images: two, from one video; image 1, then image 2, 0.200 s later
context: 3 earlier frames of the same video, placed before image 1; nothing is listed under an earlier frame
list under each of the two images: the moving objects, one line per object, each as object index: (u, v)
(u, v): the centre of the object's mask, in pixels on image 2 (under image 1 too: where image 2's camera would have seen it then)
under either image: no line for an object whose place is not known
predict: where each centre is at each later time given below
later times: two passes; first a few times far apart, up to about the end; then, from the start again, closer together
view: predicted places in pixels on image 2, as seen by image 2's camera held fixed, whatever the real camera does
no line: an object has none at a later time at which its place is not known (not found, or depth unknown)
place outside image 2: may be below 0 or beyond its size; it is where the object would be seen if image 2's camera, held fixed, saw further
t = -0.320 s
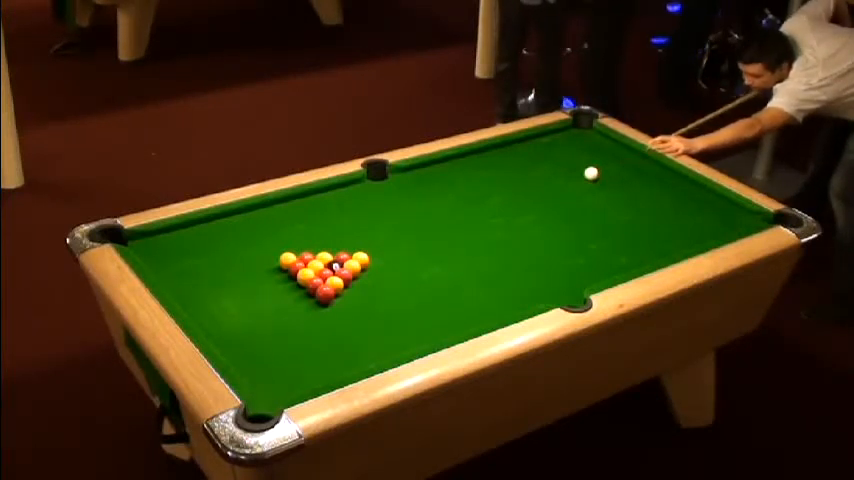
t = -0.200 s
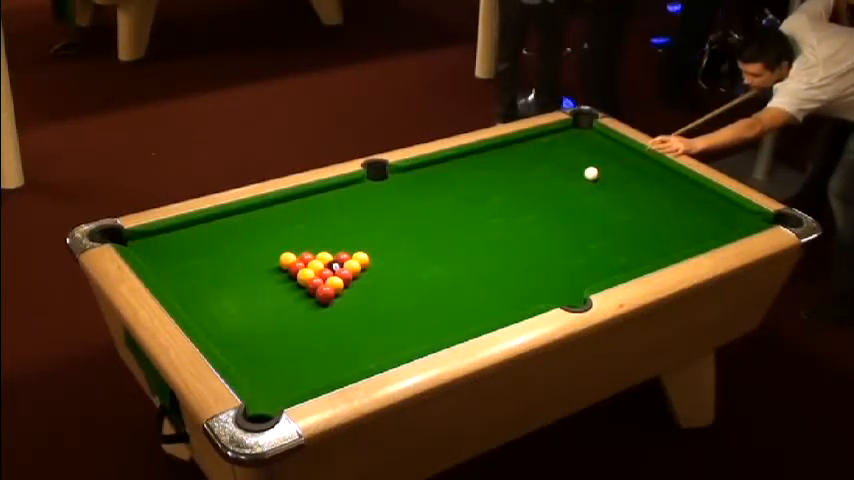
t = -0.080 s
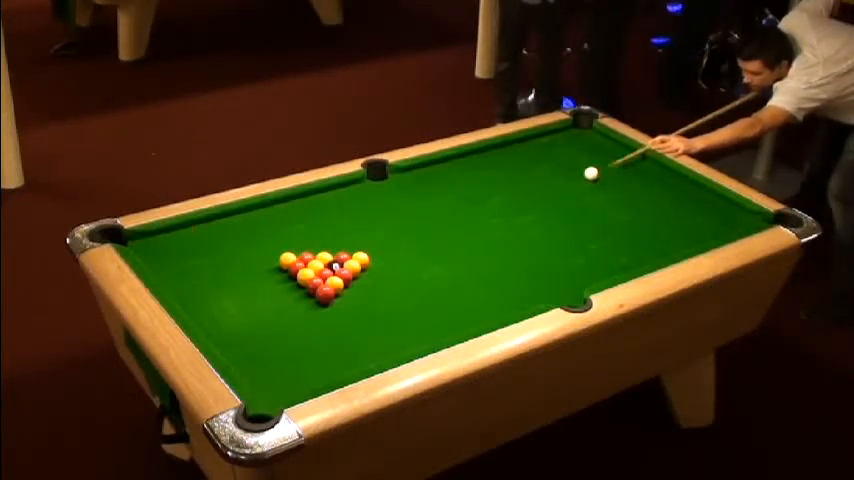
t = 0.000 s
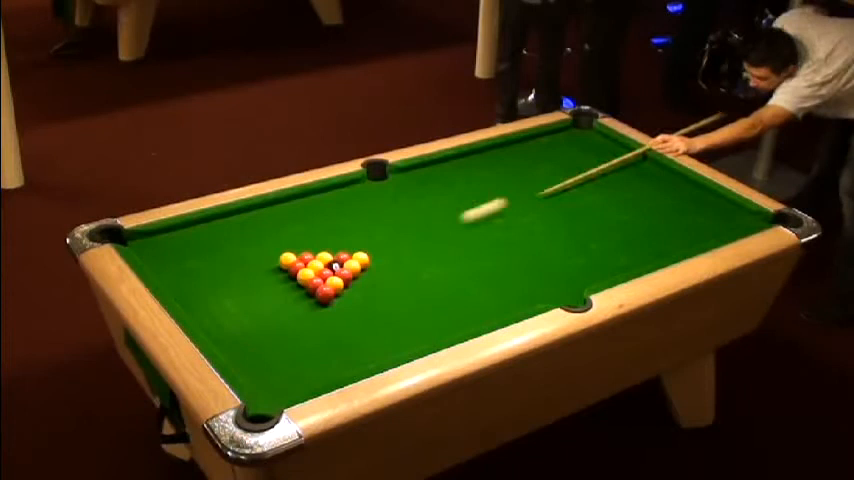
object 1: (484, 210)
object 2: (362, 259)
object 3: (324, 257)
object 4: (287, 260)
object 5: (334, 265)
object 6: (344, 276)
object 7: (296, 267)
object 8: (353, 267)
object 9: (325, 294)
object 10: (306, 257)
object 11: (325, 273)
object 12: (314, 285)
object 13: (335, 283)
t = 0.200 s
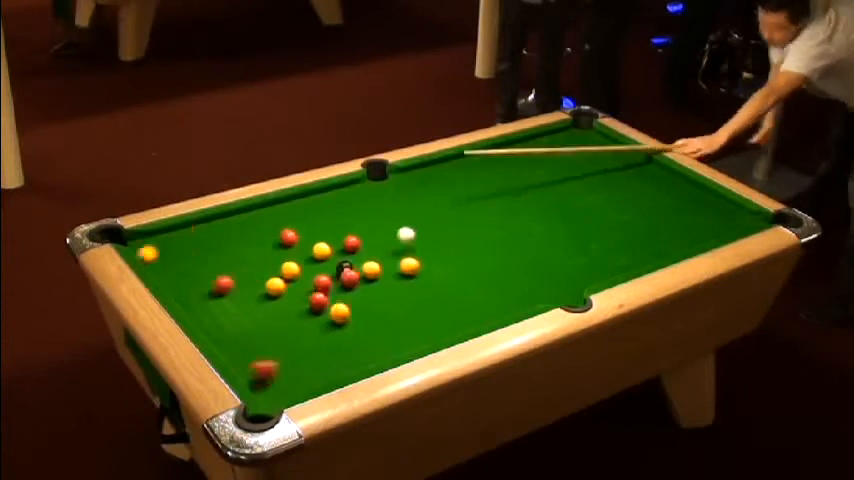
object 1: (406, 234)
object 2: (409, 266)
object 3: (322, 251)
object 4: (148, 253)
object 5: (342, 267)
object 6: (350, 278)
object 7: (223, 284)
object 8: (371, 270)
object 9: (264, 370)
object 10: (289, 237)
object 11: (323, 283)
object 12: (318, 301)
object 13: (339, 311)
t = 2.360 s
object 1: (551, 205)
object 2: (540, 186)
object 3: (432, 197)
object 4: (714, 208)
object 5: (402, 272)
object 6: (367, 283)
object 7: (382, 243)
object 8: (540, 287)
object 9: (398, 192)
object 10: (292, 266)
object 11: (308, 325)
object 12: (324, 337)
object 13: (344, 355)
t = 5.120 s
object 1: (330, 233)
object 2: (523, 149)
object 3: (447, 193)
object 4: (660, 196)
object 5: (401, 273)
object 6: (367, 284)
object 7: (483, 296)
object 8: (551, 289)
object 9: (290, 277)
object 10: (273, 323)
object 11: (308, 325)
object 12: (323, 337)
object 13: (358, 354)
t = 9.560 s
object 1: (329, 233)
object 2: (523, 149)
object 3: (447, 193)
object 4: (660, 196)
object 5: (401, 273)
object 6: (367, 284)
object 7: (483, 297)
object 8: (551, 290)
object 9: (290, 276)
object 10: (282, 322)
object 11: (308, 325)
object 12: (323, 337)
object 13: (358, 354)
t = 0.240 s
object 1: (414, 239)
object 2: (421, 268)
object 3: (321, 248)
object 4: (165, 241)
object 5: (346, 266)
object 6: (351, 279)
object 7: (206, 288)
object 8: (376, 270)
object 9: (303, 367)
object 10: (285, 232)
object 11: (322, 285)
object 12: (319, 305)
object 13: (340, 319)
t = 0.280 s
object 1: (421, 235)
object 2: (433, 269)
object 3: (320, 246)
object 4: (182, 229)
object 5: (349, 266)
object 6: (352, 279)
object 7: (189, 292)
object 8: (381, 271)
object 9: (339, 364)
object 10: (281, 227)
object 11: (321, 287)
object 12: (320, 308)
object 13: (342, 325)
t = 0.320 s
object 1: (427, 233)
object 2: (444, 271)
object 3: (320, 244)
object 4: (202, 225)
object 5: (352, 266)
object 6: (354, 280)
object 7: (183, 291)
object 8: (385, 271)
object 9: (371, 358)
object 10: (277, 222)
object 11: (320, 288)
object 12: (320, 313)
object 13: (343, 332)
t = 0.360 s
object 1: (433, 233)
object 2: (456, 272)
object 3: (319, 242)
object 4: (224, 224)
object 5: (355, 266)
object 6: (355, 280)
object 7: (196, 286)
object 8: (390, 271)
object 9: (388, 348)
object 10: (274, 217)
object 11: (319, 290)
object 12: (321, 316)
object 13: (345, 339)
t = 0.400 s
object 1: (437, 232)
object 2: (467, 273)
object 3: (319, 240)
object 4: (245, 224)
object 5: (358, 267)
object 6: (357, 280)
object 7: (207, 281)
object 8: (395, 272)
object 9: (404, 338)
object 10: (270, 212)
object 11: (319, 292)
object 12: (321, 321)
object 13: (346, 347)
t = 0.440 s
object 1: (442, 230)
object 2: (478, 275)
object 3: (318, 237)
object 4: (266, 224)
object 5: (361, 267)
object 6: (358, 280)
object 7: (218, 276)
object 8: (400, 272)
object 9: (419, 327)
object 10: (266, 208)
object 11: (319, 293)
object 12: (323, 325)
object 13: (348, 354)
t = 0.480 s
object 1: (446, 229)
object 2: (489, 276)
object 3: (318, 235)
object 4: (286, 223)
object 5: (363, 267)
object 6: (359, 281)
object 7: (227, 272)
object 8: (404, 273)
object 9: (434, 316)
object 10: (268, 208)
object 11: (318, 295)
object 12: (323, 329)
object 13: (349, 362)
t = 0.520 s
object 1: (451, 228)
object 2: (501, 277)
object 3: (317, 233)
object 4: (306, 222)
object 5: (366, 268)
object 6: (360, 281)
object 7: (228, 267)
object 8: (409, 273)
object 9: (448, 306)
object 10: (274, 211)
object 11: (317, 297)
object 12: (323, 333)
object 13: (349, 367)
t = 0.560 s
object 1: (455, 226)
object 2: (512, 279)
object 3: (316, 232)
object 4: (328, 221)
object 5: (367, 268)
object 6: (361, 281)
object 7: (228, 262)
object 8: (413, 273)
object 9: (462, 297)
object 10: (280, 213)
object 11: (317, 298)
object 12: (324, 337)
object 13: (342, 365)
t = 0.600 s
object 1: (459, 225)
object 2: (523, 280)
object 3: (316, 229)
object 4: (347, 221)
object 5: (370, 269)
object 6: (362, 282)
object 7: (229, 257)
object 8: (417, 273)
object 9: (475, 288)
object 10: (285, 216)
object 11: (316, 300)
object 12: (325, 342)
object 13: (335, 362)
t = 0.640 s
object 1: (463, 223)
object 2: (534, 281)
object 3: (315, 228)
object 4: (366, 221)
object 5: (372, 269)
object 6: (362, 282)
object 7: (230, 253)
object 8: (422, 274)
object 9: (488, 279)
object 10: (290, 218)
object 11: (316, 301)
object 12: (326, 343)
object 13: (327, 359)
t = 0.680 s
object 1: (466, 222)
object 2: (545, 283)
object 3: (315, 226)
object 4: (386, 220)
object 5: (374, 270)
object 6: (363, 282)
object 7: (231, 248)
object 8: (426, 274)
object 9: (501, 271)
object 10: (295, 221)
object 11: (315, 303)
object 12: (326, 343)
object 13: (321, 360)
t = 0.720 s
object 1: (471, 221)
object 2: (556, 284)
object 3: (316, 225)
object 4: (405, 220)
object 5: (376, 270)
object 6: (364, 282)
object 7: (232, 243)
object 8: (430, 274)
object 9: (513, 262)
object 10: (298, 223)
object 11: (315, 304)
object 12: (325, 344)
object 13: (315, 364)
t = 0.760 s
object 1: (474, 219)
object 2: (567, 285)
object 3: (321, 224)
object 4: (424, 219)
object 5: (377, 270)
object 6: (365, 283)
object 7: (233, 239)
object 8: (434, 275)
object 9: (525, 254)
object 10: (297, 224)
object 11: (314, 306)
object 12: (325, 343)
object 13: (309, 365)
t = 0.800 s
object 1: (478, 218)
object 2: (577, 286)
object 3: (326, 223)
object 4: (443, 219)
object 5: (379, 270)
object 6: (365, 283)
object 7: (234, 235)
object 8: (438, 275)
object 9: (536, 246)
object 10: (297, 226)
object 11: (314, 307)
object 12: (325, 342)
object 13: (302, 367)
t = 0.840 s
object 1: (482, 216)
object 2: (579, 284)
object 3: (330, 222)
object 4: (462, 218)
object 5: (380, 270)
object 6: (366, 283)
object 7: (235, 231)
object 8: (442, 275)
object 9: (547, 239)
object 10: (297, 228)
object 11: (313, 308)
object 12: (324, 342)
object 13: (297, 369)
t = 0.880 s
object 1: (492, 214)
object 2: (577, 280)
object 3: (335, 221)
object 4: (475, 219)
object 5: (382, 270)
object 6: (366, 283)
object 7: (236, 227)
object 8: (446, 276)
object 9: (558, 232)
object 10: (297, 229)
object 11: (313, 309)
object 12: (324, 341)
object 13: (290, 371)
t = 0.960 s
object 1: (518, 207)
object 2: (574, 273)
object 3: (343, 219)
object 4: (495, 221)
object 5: (385, 271)
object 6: (367, 283)
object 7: (238, 219)
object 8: (453, 277)
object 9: (578, 218)
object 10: (296, 232)
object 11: (312, 311)
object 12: (324, 340)
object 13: (278, 375)
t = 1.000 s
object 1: (529, 204)
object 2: (573, 270)
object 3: (346, 218)
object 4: (507, 222)
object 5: (387, 271)
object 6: (367, 283)
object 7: (238, 215)
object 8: (457, 276)
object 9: (588, 211)
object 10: (296, 233)
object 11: (311, 312)
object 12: (324, 339)
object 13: (273, 377)
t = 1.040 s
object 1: (540, 201)
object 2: (572, 267)
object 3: (350, 217)
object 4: (517, 223)
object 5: (388, 271)
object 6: (368, 283)
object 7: (240, 214)
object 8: (460, 277)
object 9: (598, 205)
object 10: (296, 235)
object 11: (311, 314)
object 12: (324, 339)
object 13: (267, 378)
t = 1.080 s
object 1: (550, 198)
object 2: (570, 263)
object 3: (354, 216)
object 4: (528, 224)
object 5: (390, 271)
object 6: (368, 283)
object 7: (245, 214)
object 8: (464, 278)
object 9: (607, 199)
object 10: (295, 236)
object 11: (310, 315)
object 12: (324, 338)
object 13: (262, 380)
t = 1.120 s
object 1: (560, 196)
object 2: (568, 259)
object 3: (358, 216)
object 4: (539, 225)
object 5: (391, 272)
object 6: (367, 283)
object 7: (251, 216)
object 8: (468, 278)
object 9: (616, 193)
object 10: (295, 237)
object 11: (310, 316)
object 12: (324, 338)
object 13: (256, 381)
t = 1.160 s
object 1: (571, 193)
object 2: (567, 256)
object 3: (361, 215)
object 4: (550, 226)
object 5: (392, 272)
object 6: (367, 284)
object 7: (255, 216)
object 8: (471, 278)
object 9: (624, 187)
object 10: (295, 239)
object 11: (310, 317)
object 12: (324, 338)
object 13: (259, 381)
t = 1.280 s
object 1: (599, 185)
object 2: (564, 247)
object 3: (371, 212)
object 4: (582, 229)
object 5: (395, 271)
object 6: (367, 283)
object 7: (270, 220)
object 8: (482, 279)
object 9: (649, 170)
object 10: (295, 243)
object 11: (310, 320)
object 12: (324, 337)
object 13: (270, 378)
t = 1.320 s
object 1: (609, 183)
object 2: (562, 243)
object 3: (375, 212)
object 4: (592, 230)
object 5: (396, 271)
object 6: (367, 283)
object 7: (275, 221)
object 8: (484, 280)
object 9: (656, 165)
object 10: (294, 245)
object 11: (309, 321)
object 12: (324, 337)
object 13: (274, 377)
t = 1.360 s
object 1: (618, 180)
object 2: (561, 240)
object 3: (377, 211)
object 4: (603, 231)
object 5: (397, 272)
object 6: (367, 283)
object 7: (279, 222)
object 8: (488, 280)
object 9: (648, 163)
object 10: (294, 246)
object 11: (309, 321)
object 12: (324, 337)
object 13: (278, 376)
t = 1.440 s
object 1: (635, 175)
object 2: (559, 235)
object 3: (383, 209)
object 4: (623, 233)
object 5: (398, 272)
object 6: (367, 283)
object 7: (289, 224)
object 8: (493, 281)
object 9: (618, 163)
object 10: (293, 248)
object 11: (309, 322)
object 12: (324, 337)
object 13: (285, 374)
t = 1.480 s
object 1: (644, 173)
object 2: (558, 232)
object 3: (386, 209)
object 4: (633, 234)
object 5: (399, 272)
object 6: (367, 283)
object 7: (294, 225)
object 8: (496, 281)
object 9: (605, 163)
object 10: (293, 249)
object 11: (309, 323)
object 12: (324, 337)
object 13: (288, 373)
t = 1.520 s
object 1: (653, 171)
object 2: (557, 230)
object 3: (389, 208)
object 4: (643, 235)
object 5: (400, 272)
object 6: (367, 283)
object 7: (298, 226)
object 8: (499, 281)
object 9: (592, 163)
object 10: (293, 250)
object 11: (309, 323)
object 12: (324, 337)
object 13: (292, 372)
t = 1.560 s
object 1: (661, 169)
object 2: (556, 227)
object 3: (392, 208)
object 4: (653, 236)
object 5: (400, 272)
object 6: (367, 283)
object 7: (303, 227)
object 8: (502, 281)
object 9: (579, 163)
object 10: (292, 252)
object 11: (309, 324)
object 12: (324, 337)
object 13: (295, 372)
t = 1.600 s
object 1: (662, 169)
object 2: (555, 225)
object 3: (395, 207)
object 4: (663, 236)
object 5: (401, 272)
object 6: (367, 283)
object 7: (307, 229)
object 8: (504, 282)
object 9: (566, 162)
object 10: (293, 253)
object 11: (309, 324)
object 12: (324, 337)
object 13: (298, 371)
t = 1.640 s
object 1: (655, 171)
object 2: (554, 222)
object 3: (397, 206)
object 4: (672, 237)
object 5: (401, 272)
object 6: (367, 283)
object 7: (312, 230)
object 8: (507, 282)
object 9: (554, 162)
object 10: (292, 253)
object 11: (308, 324)
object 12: (324, 337)
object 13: (302, 370)
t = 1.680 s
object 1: (649, 173)
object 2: (553, 220)
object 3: (400, 206)
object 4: (681, 238)
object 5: (401, 272)
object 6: (367, 283)
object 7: (316, 231)
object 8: (509, 282)
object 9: (541, 162)
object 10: (292, 255)
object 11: (309, 325)
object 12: (324, 337)
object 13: (305, 369)
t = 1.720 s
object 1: (643, 175)
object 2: (552, 217)
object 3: (402, 205)
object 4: (691, 239)
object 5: (402, 272)
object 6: (367, 283)
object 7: (320, 232)
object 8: (512, 283)
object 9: (529, 162)
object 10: (292, 256)
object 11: (309, 325)
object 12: (324, 338)
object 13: (308, 368)
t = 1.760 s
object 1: (637, 177)
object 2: (551, 215)
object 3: (405, 205)
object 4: (701, 239)
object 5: (402, 272)
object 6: (367, 283)
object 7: (324, 232)
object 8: (514, 283)
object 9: (516, 162)
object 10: (292, 256)
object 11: (309, 325)
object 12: (324, 338)
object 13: (310, 367)
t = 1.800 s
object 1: (631, 179)
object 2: (551, 213)
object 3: (407, 204)
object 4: (704, 238)
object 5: (402, 272)
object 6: (367, 283)
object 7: (329, 233)
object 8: (516, 283)
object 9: (504, 162)
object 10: (292, 257)
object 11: (309, 325)
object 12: (324, 338)
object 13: (314, 366)
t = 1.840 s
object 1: (626, 180)
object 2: (550, 211)
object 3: (409, 204)
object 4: (704, 235)
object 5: (402, 272)
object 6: (367, 283)
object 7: (333, 234)
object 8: (518, 284)
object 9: (490, 162)
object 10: (292, 258)
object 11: (309, 325)
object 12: (324, 338)
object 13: (316, 365)
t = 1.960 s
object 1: (608, 186)
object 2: (547, 204)
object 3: (415, 202)
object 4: (707, 228)
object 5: (402, 272)
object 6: (367, 284)
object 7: (345, 237)
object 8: (524, 285)
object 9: (454, 161)
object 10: (292, 260)
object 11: (308, 325)
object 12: (324, 338)
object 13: (323, 361)
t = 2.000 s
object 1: (603, 188)
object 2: (546, 202)
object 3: (417, 201)
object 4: (709, 226)
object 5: (402, 272)
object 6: (367, 284)
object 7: (348, 238)
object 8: (526, 285)
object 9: (442, 162)
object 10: (292, 261)
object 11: (309, 325)
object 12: (324, 337)
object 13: (325, 360)
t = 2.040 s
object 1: (597, 190)
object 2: (546, 201)
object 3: (420, 201)
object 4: (709, 224)
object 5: (402, 272)
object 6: (367, 284)
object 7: (352, 239)
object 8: (528, 285)
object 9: (437, 165)
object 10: (292, 262)
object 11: (309, 325)
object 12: (324, 337)
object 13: (328, 360)
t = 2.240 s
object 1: (568, 200)
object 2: (542, 191)
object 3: (428, 199)
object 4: (713, 213)
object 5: (402, 272)
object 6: (367, 284)
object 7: (372, 243)
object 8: (536, 286)
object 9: (412, 182)
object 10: (292, 265)
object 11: (309, 325)
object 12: (324, 337)
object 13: (338, 357)
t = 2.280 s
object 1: (562, 202)
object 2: (542, 190)
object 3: (429, 198)
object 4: (713, 211)
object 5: (402, 272)
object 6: (367, 284)
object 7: (375, 243)
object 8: (538, 287)
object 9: (408, 185)
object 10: (292, 265)
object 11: (309, 325)
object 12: (324, 337)
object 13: (340, 356)
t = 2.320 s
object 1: (556, 203)
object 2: (541, 188)
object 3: (431, 198)
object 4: (714, 209)
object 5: (402, 272)
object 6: (367, 284)
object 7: (379, 243)
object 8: (539, 287)
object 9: (403, 189)
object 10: (292, 266)
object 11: (309, 325)
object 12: (324, 337)
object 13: (342, 356)
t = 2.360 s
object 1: (551, 205)
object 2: (540, 186)
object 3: (432, 197)
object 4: (714, 208)
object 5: (402, 272)
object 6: (367, 283)
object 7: (382, 243)
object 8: (540, 287)
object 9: (398, 192)
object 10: (292, 266)
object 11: (308, 325)
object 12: (324, 337)
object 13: (344, 355)
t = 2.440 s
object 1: (539, 209)
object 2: (539, 184)
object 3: (435, 197)
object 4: (716, 204)
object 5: (401, 273)
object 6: (367, 283)
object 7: (390, 245)
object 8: (542, 287)
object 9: (387, 199)
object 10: (292, 266)
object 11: (308, 325)
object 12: (324, 337)
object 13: (347, 355)
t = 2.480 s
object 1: (533, 211)
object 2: (538, 182)
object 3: (436, 196)
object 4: (717, 202)
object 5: (402, 273)
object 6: (367, 283)
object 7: (392, 245)
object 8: (543, 288)
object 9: (382, 203)
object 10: (292, 267)
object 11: (308, 325)
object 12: (324, 337)
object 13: (348, 355)
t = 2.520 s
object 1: (527, 213)
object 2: (538, 181)
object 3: (437, 196)
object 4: (717, 200)
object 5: (402, 272)
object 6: (367, 283)
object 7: (396, 246)
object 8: (545, 288)
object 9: (377, 206)
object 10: (292, 267)
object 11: (309, 325)
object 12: (324, 337)
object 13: (349, 355)
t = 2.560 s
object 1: (522, 215)
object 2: (537, 179)
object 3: (438, 196)
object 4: (718, 199)
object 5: (402, 273)
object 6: (367, 283)
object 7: (399, 246)
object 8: (546, 288)
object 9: (372, 210)
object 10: (292, 267)
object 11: (308, 325)
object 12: (324, 337)
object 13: (350, 354)
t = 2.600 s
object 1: (516, 217)
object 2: (537, 178)
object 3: (439, 196)
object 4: (718, 197)
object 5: (402, 272)
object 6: (367, 284)
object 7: (402, 246)
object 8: (546, 288)
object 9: (367, 214)
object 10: (292, 267)
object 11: (308, 325)
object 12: (324, 337)
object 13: (352, 354)
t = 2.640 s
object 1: (510, 219)
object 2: (536, 177)
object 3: (440, 195)
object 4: (717, 196)
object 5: (402, 273)
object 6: (367, 284)
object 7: (406, 246)
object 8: (547, 288)
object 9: (361, 217)
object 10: (293, 267)
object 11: (308, 325)
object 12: (324, 337)
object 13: (352, 354)
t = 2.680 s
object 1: (505, 221)
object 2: (536, 175)
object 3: (441, 195)
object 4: (714, 196)
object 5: (401, 273)
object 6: (367, 284)
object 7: (409, 247)
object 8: (548, 289)
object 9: (356, 221)
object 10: (292, 267)
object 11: (308, 325)
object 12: (324, 337)
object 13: (353, 354)
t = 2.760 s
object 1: (493, 225)
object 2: (535, 173)
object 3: (442, 195)
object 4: (709, 196)
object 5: (401, 273)
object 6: (367, 284)
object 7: (416, 247)
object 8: (549, 289)
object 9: (345, 229)
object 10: (292, 267)
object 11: (308, 325)
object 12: (324, 337)
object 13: (355, 354)
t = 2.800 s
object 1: (487, 227)
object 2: (534, 172)
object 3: (443, 195)
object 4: (706, 196)
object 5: (401, 273)
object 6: (367, 284)
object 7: (419, 247)
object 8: (550, 289)
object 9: (340, 233)
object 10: (292, 267)
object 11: (308, 325)
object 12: (324, 337)
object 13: (356, 354)
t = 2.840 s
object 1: (482, 228)
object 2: (534, 170)
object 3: (444, 195)
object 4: (704, 196)
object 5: (401, 273)
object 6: (367, 284)
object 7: (422, 247)
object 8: (550, 289)
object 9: (334, 236)
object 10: (292, 267)
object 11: (308, 325)
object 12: (324, 337)
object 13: (357, 354)
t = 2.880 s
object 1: (476, 231)
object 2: (533, 169)
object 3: (444, 194)
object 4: (701, 196)
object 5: (401, 273)
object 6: (367, 284)
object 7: (425, 247)
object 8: (550, 289)
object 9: (329, 240)
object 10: (293, 267)
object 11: (308, 325)
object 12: (324, 337)
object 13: (357, 354)
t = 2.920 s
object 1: (471, 232)
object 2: (533, 168)
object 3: (445, 194)
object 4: (699, 196)
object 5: (401, 273)
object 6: (367, 284)
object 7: (428, 247)
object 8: (551, 289)
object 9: (324, 244)
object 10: (293, 267)
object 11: (308, 325)
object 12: (324, 337)
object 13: (358, 354)
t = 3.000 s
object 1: (460, 236)
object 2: (532, 166)
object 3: (446, 194)
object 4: (694, 196)
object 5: (401, 273)
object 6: (367, 284)
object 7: (433, 247)
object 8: (551, 289)
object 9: (312, 252)
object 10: (292, 267)
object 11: (308, 325)
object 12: (324, 337)
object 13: (358, 354)
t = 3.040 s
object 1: (455, 238)
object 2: (531, 165)
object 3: (446, 194)
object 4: (692, 196)
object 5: (401, 273)
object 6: (367, 284)
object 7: (436, 247)
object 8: (551, 289)
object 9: (307, 256)
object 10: (292, 267)
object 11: (308, 325)
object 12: (324, 337)
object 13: (358, 354)
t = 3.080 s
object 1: (450, 239)
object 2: (531, 164)
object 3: (446, 194)
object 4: (690, 196)
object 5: (401, 273)
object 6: (367, 284)
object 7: (438, 247)
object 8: (551, 289)
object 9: (304, 259)
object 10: (290, 268)
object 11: (308, 325)
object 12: (324, 337)
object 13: (358, 354)
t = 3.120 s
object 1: (445, 239)
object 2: (530, 163)
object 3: (446, 194)
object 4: (688, 196)
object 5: (401, 273)
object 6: (367, 284)
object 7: (440, 248)
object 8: (551, 289)
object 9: (302, 260)
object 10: (286, 271)
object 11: (308, 325)
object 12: (324, 337)
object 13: (358, 354)
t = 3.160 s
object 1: (439, 239)
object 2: (530, 162)
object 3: (447, 193)
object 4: (686, 196)
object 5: (401, 272)
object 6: (367, 284)
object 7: (442, 250)
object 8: (551, 289)
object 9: (301, 261)
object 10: (282, 274)
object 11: (308, 325)
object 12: (324, 337)
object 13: (358, 354)
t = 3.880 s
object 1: (378, 238)
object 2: (524, 151)
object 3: (447, 193)
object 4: (663, 196)
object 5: (401, 273)
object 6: (367, 283)
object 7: (464, 275)
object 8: (551, 290)
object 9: (291, 274)
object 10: (217, 318)
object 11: (308, 325)
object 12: (324, 337)
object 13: (358, 354)
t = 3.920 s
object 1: (376, 238)
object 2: (524, 151)
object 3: (447, 193)
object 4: (663, 196)
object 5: (401, 273)
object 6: (367, 283)
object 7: (466, 276)
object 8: (551, 290)
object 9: (291, 275)
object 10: (214, 321)
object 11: (308, 325)
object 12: (324, 337)
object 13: (358, 354)
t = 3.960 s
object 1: (373, 238)
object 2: (524, 151)
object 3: (447, 193)
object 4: (662, 196)
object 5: (401, 273)
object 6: (367, 283)
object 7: (467, 277)
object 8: (551, 290)
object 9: (291, 275)
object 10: (211, 322)
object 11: (308, 325)
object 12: (324, 337)
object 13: (358, 354)
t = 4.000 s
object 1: (371, 237)
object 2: (524, 150)
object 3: (447, 193)
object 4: (661, 196)
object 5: (401, 273)
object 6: (367, 283)
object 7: (468, 278)
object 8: (551, 290)
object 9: (291, 275)
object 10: (208, 324)
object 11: (308, 325)
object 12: (324, 337)
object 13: (359, 354)
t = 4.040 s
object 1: (368, 237)
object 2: (524, 150)
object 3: (447, 193)
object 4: (661, 196)
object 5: (401, 273)
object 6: (367, 283)
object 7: (469, 280)
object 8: (551, 290)
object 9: (291, 276)
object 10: (209, 325)
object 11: (308, 325)
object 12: (324, 337)
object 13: (358, 354)
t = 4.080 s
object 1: (365, 237)
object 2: (523, 150)
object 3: (447, 193)
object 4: (661, 196)
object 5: (401, 273)
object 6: (367, 283)
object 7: (469, 281)
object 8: (551, 290)
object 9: (291, 276)
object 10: (212, 325)
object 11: (308, 325)
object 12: (324, 337)
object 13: (358, 354)
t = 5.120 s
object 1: (330, 233)
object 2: (523, 149)
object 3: (447, 193)
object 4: (660, 196)
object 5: (401, 273)
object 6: (367, 284)
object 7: (483, 296)
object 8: (551, 289)
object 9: (290, 277)
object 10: (273, 323)
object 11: (308, 325)
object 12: (323, 337)
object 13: (358, 354)
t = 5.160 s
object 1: (330, 233)
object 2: (523, 149)
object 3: (447, 193)
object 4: (660, 196)
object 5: (401, 273)
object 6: (367, 284)
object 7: (483, 297)
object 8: (551, 289)
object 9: (290, 276)
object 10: (274, 323)
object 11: (308, 325)
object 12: (323, 337)
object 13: (358, 354)
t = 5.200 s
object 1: (329, 233)
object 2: (523, 149)
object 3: (447, 193)
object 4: (660, 196)
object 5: (401, 273)
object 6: (367, 284)
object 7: (483, 297)
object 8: (551, 289)
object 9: (290, 277)
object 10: (275, 322)
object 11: (308, 325)
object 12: (323, 337)
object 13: (358, 354)
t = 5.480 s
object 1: (329, 233)
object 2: (523, 149)
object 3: (447, 193)
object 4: (660, 196)
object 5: (401, 273)
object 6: (367, 284)
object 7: (483, 297)
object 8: (551, 289)
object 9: (290, 277)
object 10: (280, 322)
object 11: (308, 325)
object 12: (323, 337)
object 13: (358, 354)
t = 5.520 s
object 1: (329, 233)
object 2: (523, 149)
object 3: (447, 193)
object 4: (660, 196)
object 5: (401, 273)
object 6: (367, 284)
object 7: (483, 297)
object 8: (551, 289)
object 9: (290, 277)
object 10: (281, 322)
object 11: (308, 325)
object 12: (323, 337)
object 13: (358, 354)
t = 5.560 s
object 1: (329, 233)
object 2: (523, 149)
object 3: (447, 193)
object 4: (660, 196)
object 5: (401, 273)
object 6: (367, 284)
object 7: (483, 297)
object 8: (551, 289)
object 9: (290, 277)
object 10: (282, 322)
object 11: (308, 325)
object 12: (323, 337)
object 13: (358, 354)
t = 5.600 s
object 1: (329, 233)
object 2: (523, 149)
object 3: (447, 193)
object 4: (660, 196)
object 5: (401, 273)
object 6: (367, 284)
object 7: (483, 297)
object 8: (551, 289)
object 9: (290, 277)
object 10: (282, 322)
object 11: (308, 325)
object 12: (323, 337)
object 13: (358, 354)
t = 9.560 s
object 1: (329, 233)
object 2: (523, 149)
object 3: (447, 193)
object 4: (660, 196)
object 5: (401, 273)
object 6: (367, 284)
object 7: (483, 297)
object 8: (551, 290)
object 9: (290, 276)
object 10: (282, 322)
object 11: (308, 325)
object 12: (323, 337)
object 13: (358, 354)
